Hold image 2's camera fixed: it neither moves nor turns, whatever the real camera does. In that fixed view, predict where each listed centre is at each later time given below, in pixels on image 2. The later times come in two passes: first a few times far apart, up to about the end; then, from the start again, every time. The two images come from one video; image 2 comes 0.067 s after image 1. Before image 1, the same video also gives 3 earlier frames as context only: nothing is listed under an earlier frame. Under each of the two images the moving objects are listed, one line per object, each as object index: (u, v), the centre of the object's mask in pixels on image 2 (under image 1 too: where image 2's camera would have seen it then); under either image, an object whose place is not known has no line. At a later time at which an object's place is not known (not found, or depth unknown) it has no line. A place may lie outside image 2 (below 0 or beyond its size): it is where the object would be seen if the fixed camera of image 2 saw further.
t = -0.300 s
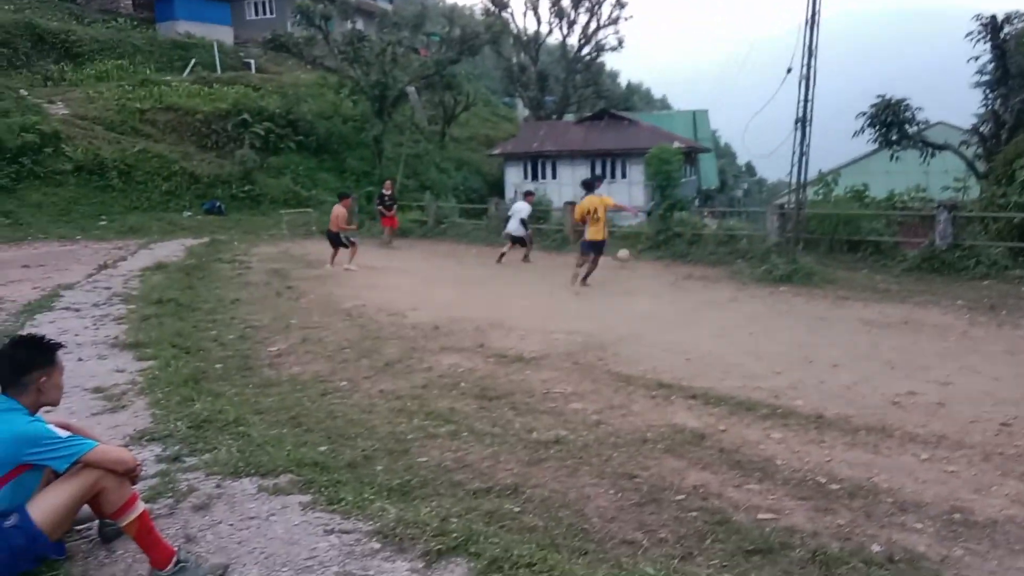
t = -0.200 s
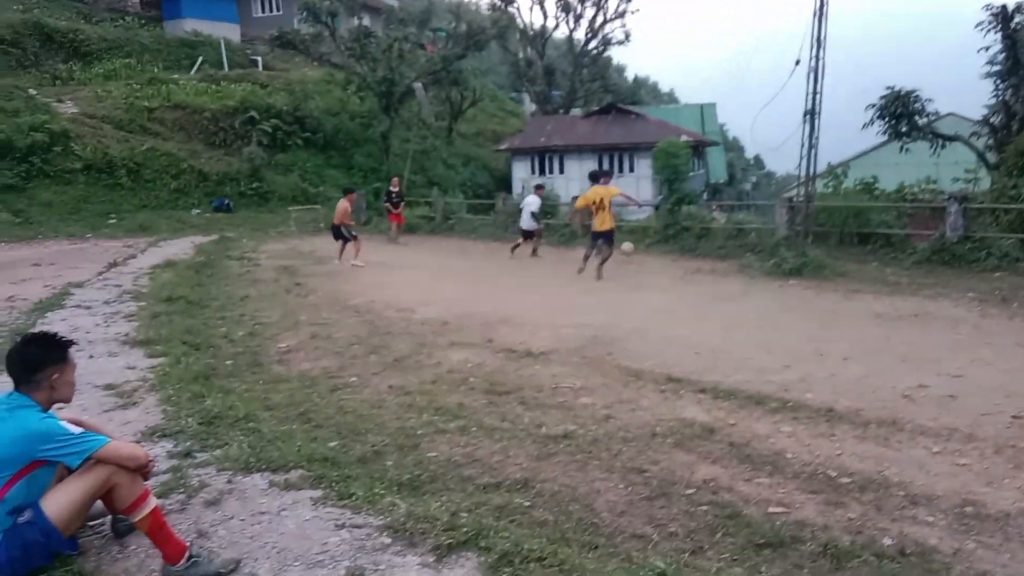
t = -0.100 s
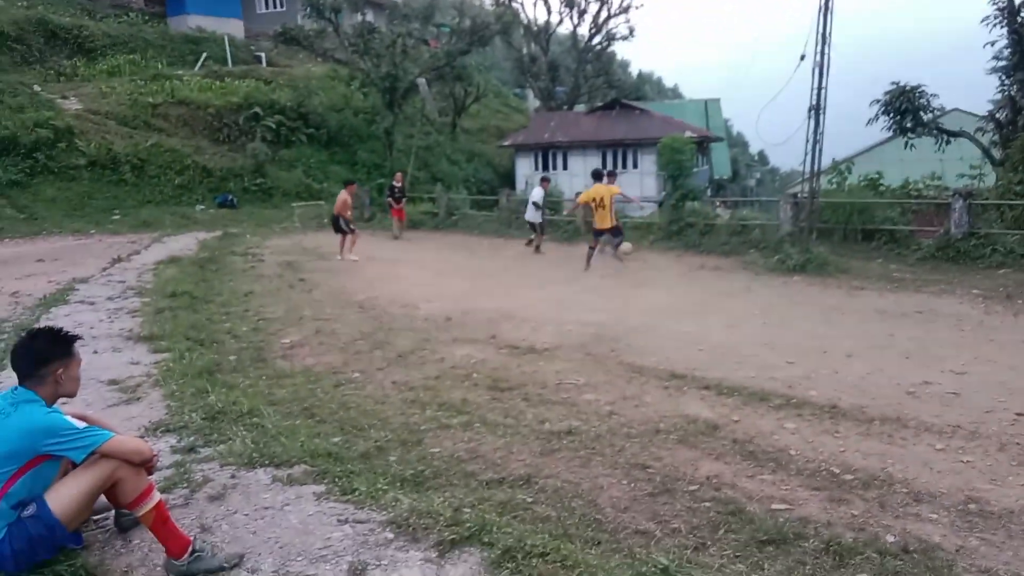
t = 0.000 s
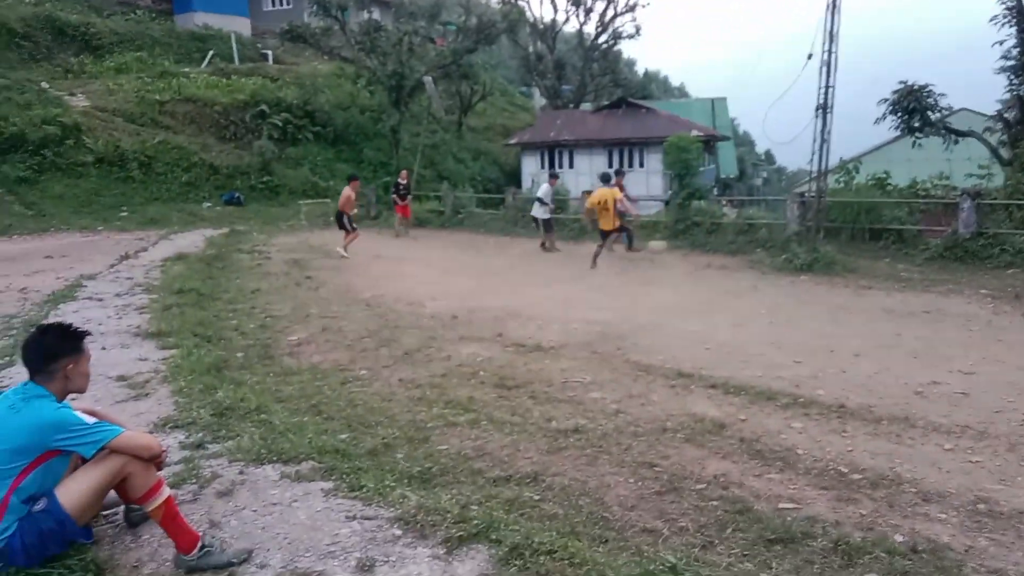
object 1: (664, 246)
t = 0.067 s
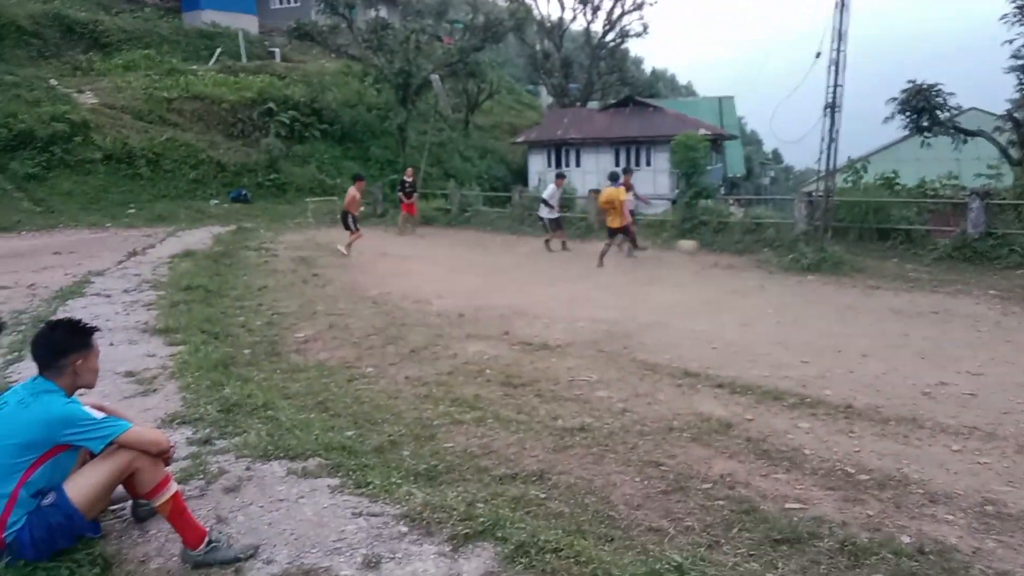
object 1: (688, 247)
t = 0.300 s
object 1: (794, 274)
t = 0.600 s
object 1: (932, 275)
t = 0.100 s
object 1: (700, 248)
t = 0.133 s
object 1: (714, 249)
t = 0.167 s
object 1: (728, 251)
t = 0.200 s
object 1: (743, 256)
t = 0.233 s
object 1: (760, 261)
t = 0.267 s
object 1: (775, 266)
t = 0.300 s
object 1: (794, 274)
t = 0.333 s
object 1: (812, 279)
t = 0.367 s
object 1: (825, 277)
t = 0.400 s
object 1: (839, 273)
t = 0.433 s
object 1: (853, 271)
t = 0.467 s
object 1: (867, 270)
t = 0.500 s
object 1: (882, 270)
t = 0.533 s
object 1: (898, 270)
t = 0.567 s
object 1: (914, 272)
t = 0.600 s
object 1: (932, 275)
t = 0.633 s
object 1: (949, 279)
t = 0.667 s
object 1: (967, 286)
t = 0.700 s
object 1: (986, 292)
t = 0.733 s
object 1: (1006, 300)
